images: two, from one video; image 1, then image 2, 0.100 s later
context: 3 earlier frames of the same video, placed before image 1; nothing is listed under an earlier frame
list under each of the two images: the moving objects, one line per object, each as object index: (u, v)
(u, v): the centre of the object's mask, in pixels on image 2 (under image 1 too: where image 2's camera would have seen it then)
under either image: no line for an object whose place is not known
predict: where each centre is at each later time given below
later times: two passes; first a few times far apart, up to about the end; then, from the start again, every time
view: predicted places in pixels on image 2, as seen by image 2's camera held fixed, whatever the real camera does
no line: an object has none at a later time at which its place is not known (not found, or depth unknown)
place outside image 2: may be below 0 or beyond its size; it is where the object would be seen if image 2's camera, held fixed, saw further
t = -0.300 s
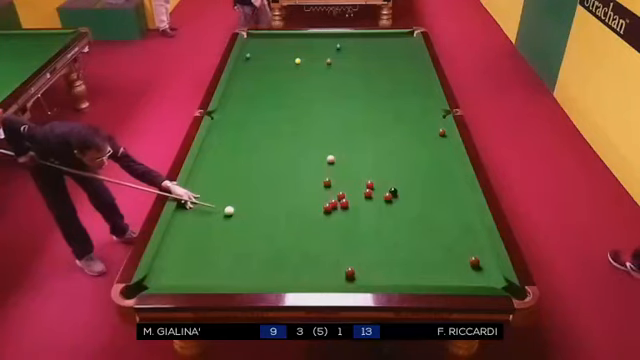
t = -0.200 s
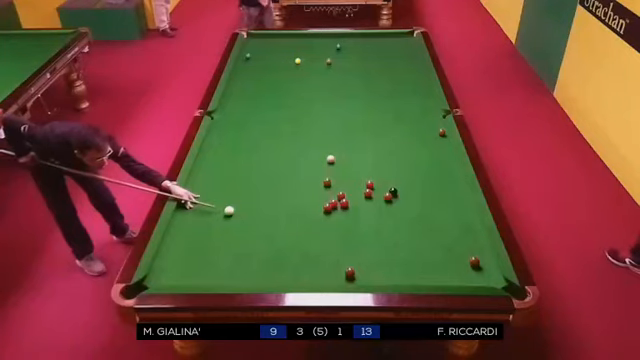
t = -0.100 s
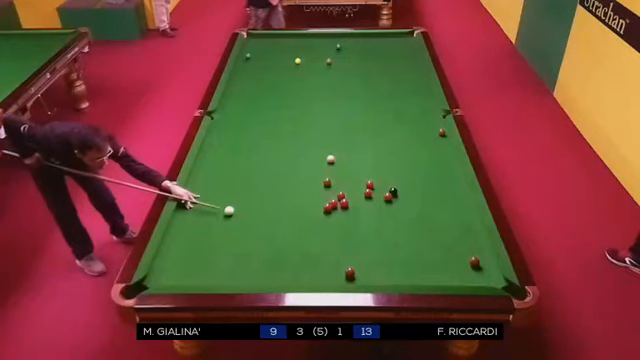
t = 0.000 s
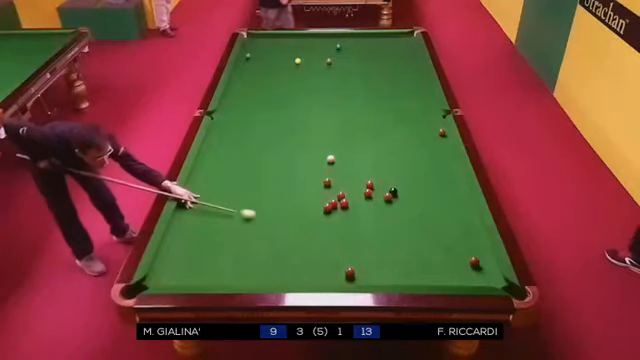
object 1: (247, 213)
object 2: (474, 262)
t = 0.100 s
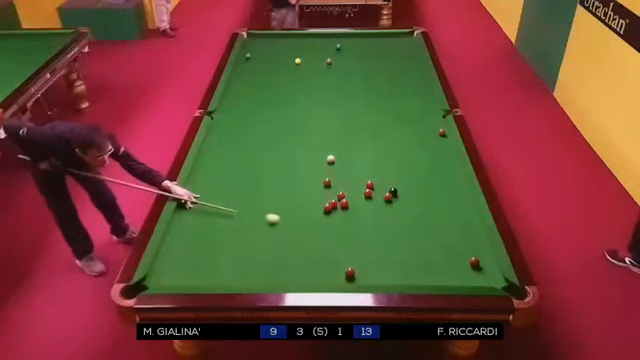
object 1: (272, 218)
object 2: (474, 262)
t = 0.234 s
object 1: (302, 224)
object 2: (474, 262)
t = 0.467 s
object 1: (354, 233)
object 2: (474, 262)
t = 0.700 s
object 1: (410, 244)
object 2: (475, 262)
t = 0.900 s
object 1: (460, 253)
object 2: (474, 262)
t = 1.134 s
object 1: (476, 249)
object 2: (490, 277)
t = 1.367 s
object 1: (444, 243)
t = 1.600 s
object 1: (414, 237)
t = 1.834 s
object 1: (387, 232)
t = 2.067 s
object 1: (361, 227)
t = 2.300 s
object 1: (338, 223)
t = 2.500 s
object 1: (319, 219)
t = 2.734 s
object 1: (297, 215)
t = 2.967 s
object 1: (278, 212)
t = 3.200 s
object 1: (259, 209)
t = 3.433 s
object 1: (242, 206)
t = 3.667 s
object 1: (226, 204)
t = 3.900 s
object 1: (210, 201)
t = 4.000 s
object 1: (204, 200)
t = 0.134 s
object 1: (279, 219)
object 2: (474, 262)
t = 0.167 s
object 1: (286, 221)
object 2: (474, 262)
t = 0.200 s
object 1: (294, 222)
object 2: (474, 262)
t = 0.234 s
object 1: (302, 224)
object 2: (474, 262)
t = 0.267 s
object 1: (309, 225)
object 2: (474, 262)
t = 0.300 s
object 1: (317, 227)
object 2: (475, 262)
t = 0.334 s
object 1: (324, 228)
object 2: (474, 262)
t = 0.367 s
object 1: (332, 229)
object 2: (474, 262)
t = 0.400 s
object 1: (340, 231)
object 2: (474, 262)
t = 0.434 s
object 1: (347, 232)
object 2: (474, 262)
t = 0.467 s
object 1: (354, 233)
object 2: (474, 262)
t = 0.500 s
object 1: (363, 235)
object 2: (474, 262)
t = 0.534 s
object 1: (370, 236)
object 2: (474, 262)
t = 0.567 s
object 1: (378, 237)
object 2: (475, 262)
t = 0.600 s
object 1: (386, 239)
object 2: (475, 262)
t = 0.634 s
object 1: (394, 240)
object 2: (475, 262)
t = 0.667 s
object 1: (402, 242)
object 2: (475, 262)
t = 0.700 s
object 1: (410, 244)
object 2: (475, 262)
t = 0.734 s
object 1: (418, 245)
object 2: (475, 262)
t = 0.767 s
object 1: (426, 247)
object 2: (475, 262)
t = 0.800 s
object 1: (434, 249)
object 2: (475, 262)
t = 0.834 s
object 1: (442, 250)
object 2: (475, 262)
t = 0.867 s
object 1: (451, 251)
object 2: (475, 262)
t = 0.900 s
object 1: (460, 253)
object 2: (474, 262)
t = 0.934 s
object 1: (467, 254)
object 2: (475, 262)
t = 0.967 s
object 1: (473, 253)
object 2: (478, 265)
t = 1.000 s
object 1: (479, 252)
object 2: (481, 268)
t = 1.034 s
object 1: (484, 251)
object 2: (483, 270)
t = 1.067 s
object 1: (487, 250)
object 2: (486, 272)
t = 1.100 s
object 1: (481, 249)
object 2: (488, 275)
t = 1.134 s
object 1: (476, 249)
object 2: (490, 277)
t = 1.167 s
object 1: (471, 248)
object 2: (493, 279)
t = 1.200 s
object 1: (466, 247)
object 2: (495, 281)
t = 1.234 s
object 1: (462, 246)
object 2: (497, 281)
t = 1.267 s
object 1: (457, 245)
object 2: (500, 284)
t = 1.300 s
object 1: (452, 245)
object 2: (504, 287)
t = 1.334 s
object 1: (448, 244)
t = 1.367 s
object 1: (444, 243)
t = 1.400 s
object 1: (439, 242)
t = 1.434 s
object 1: (435, 241)
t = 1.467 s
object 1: (431, 240)
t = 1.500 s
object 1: (426, 239)
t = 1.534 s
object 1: (422, 239)
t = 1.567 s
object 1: (418, 238)
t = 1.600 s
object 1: (414, 237)
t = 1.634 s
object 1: (410, 236)
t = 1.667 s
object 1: (406, 236)
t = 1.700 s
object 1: (402, 235)
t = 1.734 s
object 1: (398, 234)
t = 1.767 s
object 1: (394, 234)
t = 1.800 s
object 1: (390, 233)
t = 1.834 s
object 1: (387, 232)
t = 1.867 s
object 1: (383, 231)
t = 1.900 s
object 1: (379, 231)
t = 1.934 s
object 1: (375, 230)
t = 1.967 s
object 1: (372, 229)
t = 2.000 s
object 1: (369, 229)
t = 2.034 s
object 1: (365, 228)
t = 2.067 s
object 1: (361, 227)
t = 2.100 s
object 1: (358, 226)
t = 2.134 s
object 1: (354, 226)
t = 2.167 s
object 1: (351, 225)
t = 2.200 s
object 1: (348, 225)
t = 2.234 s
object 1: (344, 224)
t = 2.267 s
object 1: (341, 223)
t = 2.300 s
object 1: (338, 223)
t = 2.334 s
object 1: (334, 222)
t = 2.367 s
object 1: (331, 221)
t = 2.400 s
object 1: (328, 221)
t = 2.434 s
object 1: (325, 220)
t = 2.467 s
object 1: (322, 220)
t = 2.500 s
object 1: (319, 219)
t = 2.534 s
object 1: (315, 219)
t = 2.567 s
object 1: (312, 218)
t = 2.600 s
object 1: (309, 217)
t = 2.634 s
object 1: (306, 217)
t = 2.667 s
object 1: (303, 216)
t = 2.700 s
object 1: (300, 216)
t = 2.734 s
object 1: (297, 215)
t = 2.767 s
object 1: (295, 215)
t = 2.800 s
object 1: (292, 214)
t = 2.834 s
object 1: (289, 214)
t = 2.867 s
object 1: (286, 213)
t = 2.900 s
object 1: (283, 213)
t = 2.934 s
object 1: (280, 213)
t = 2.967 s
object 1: (278, 212)
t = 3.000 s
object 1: (275, 211)
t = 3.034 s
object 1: (272, 211)
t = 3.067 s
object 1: (270, 210)
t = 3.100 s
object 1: (267, 210)
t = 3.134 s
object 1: (264, 210)
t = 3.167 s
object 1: (262, 209)
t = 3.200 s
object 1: (259, 209)
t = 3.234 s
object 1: (257, 209)
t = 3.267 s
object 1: (254, 208)
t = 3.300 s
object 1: (252, 208)
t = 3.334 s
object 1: (249, 207)
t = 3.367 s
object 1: (247, 207)
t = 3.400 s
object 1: (244, 206)
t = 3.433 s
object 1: (242, 206)
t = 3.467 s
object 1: (239, 206)
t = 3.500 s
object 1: (237, 205)
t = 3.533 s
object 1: (235, 205)
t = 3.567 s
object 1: (232, 204)
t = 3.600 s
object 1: (230, 204)
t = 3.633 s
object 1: (228, 204)
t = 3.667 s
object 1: (226, 204)
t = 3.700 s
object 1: (223, 203)
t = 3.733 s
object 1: (221, 203)
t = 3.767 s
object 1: (219, 202)
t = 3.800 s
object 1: (217, 202)
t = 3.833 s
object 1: (214, 202)
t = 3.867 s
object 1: (212, 202)
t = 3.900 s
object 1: (210, 201)
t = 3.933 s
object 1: (208, 201)
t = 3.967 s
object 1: (206, 201)
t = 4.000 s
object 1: (204, 200)
